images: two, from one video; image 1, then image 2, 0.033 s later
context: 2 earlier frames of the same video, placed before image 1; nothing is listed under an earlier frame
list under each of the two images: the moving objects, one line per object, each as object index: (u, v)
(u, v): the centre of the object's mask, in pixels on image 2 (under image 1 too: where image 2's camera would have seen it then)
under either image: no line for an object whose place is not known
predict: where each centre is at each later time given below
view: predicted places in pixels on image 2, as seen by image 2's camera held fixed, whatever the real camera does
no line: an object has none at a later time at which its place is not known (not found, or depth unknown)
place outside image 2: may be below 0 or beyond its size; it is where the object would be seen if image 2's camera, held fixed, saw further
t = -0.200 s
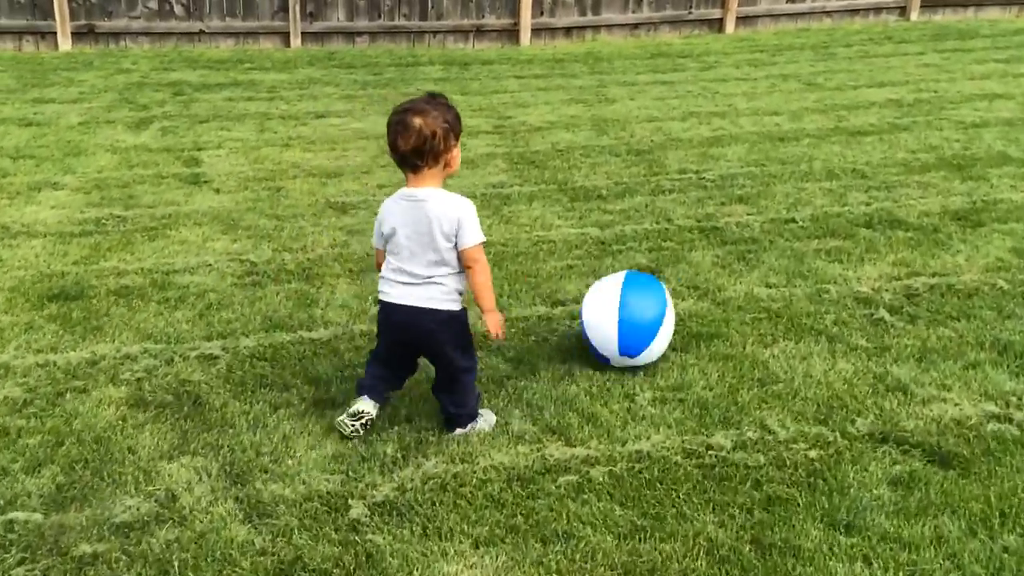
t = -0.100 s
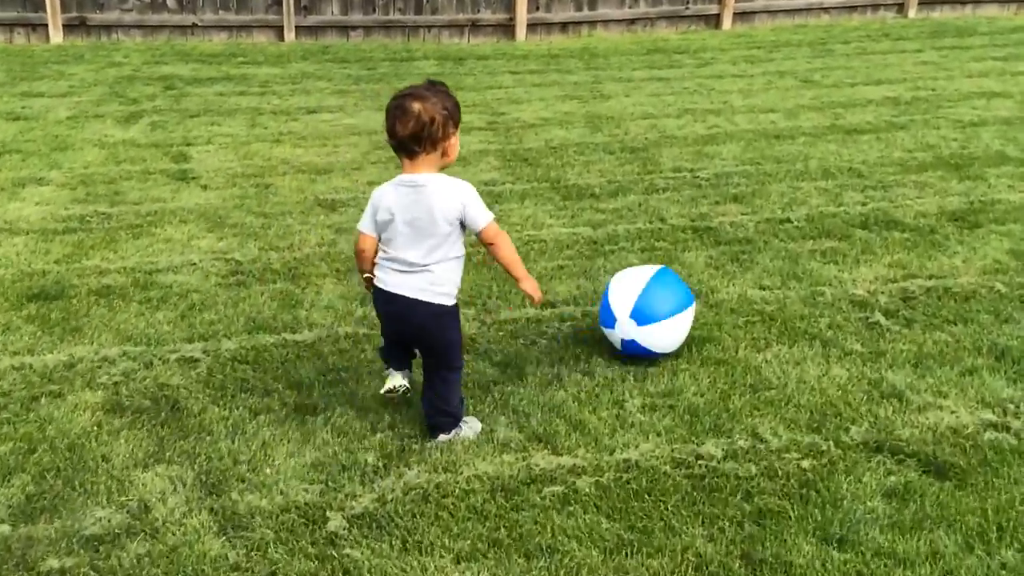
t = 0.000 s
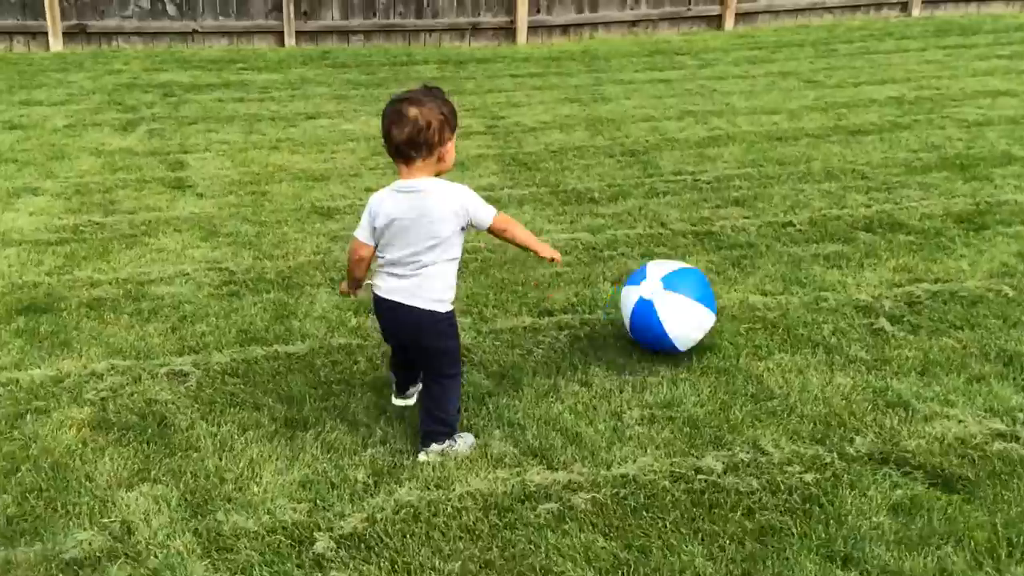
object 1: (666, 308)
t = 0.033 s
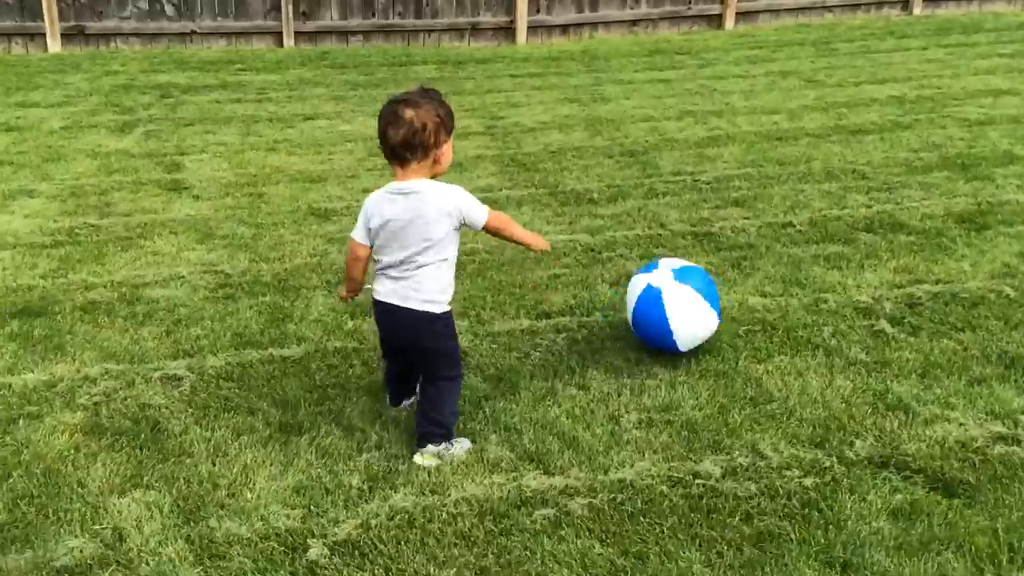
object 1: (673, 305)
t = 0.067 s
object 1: (679, 303)
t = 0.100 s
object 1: (684, 302)
